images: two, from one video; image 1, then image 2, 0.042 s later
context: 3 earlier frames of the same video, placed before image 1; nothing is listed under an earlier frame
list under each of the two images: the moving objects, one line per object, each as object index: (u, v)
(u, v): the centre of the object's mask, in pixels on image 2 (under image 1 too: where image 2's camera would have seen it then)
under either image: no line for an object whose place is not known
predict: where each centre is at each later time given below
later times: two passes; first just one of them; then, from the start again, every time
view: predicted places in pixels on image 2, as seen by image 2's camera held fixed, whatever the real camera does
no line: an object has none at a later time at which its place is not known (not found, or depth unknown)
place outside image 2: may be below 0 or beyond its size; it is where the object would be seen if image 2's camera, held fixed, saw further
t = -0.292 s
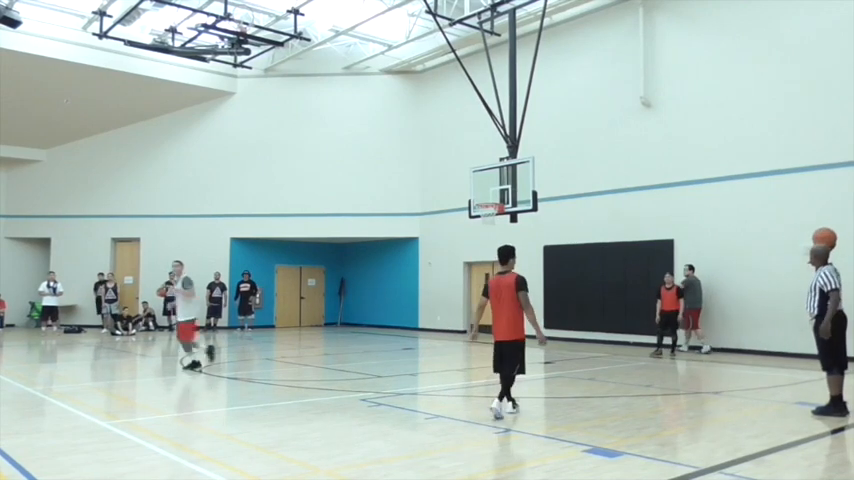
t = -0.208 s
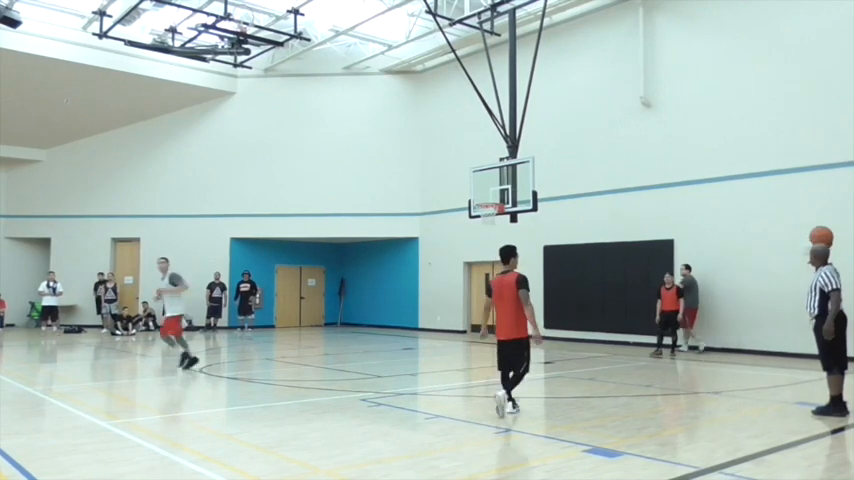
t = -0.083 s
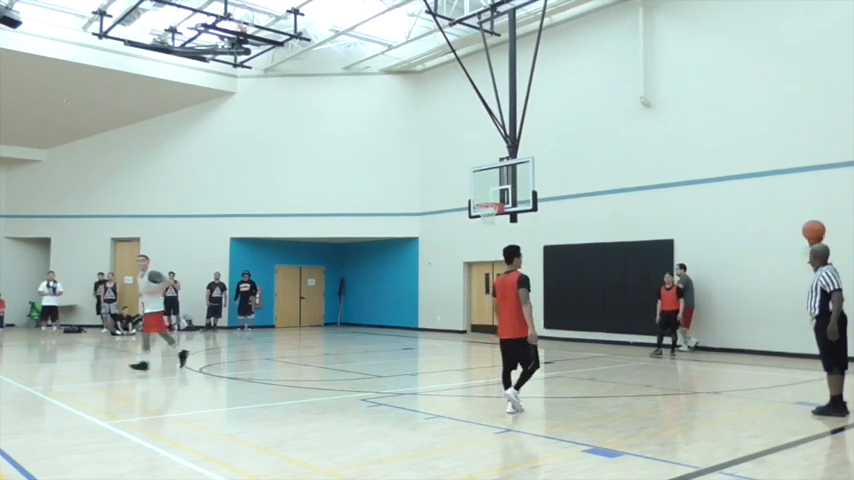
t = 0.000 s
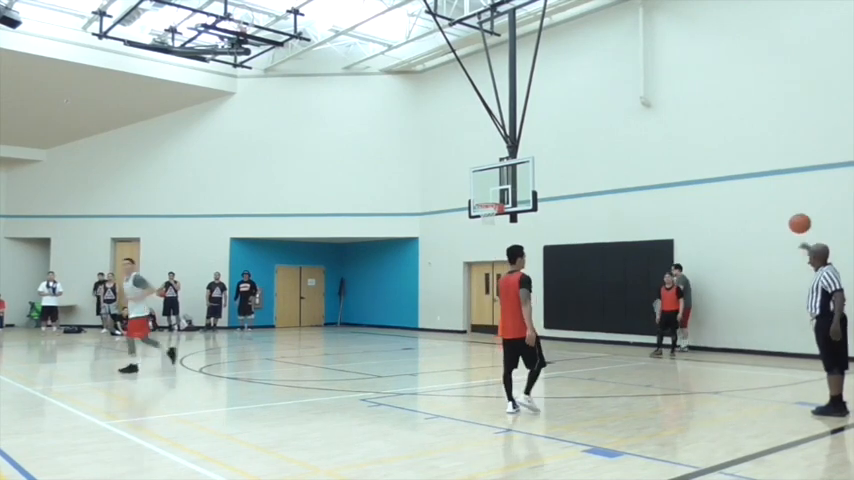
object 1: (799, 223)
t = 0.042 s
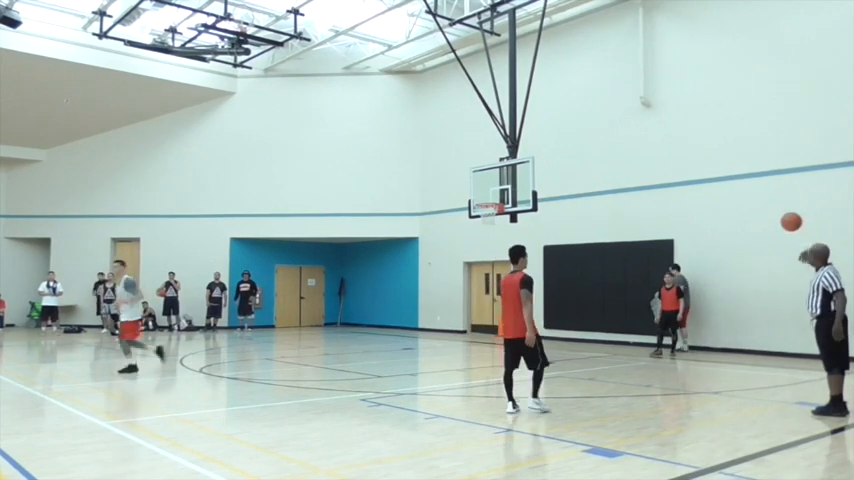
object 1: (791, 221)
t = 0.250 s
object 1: (760, 234)
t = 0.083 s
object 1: (785, 222)
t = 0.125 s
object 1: (777, 223)
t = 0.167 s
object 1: (772, 225)
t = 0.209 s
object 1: (765, 230)
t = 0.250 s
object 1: (760, 234)
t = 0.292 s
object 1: (754, 241)
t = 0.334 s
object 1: (749, 246)
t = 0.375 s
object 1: (744, 255)
